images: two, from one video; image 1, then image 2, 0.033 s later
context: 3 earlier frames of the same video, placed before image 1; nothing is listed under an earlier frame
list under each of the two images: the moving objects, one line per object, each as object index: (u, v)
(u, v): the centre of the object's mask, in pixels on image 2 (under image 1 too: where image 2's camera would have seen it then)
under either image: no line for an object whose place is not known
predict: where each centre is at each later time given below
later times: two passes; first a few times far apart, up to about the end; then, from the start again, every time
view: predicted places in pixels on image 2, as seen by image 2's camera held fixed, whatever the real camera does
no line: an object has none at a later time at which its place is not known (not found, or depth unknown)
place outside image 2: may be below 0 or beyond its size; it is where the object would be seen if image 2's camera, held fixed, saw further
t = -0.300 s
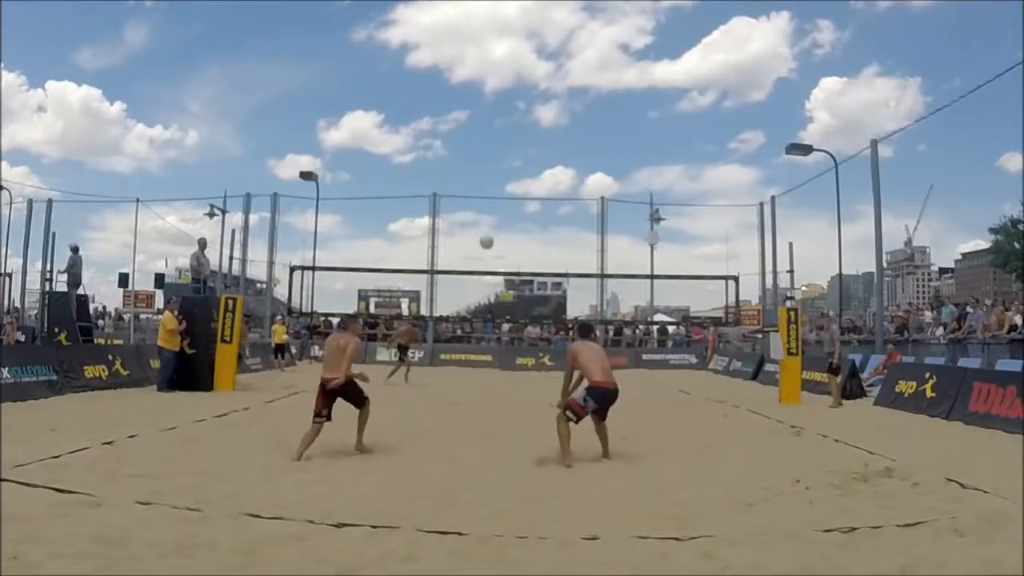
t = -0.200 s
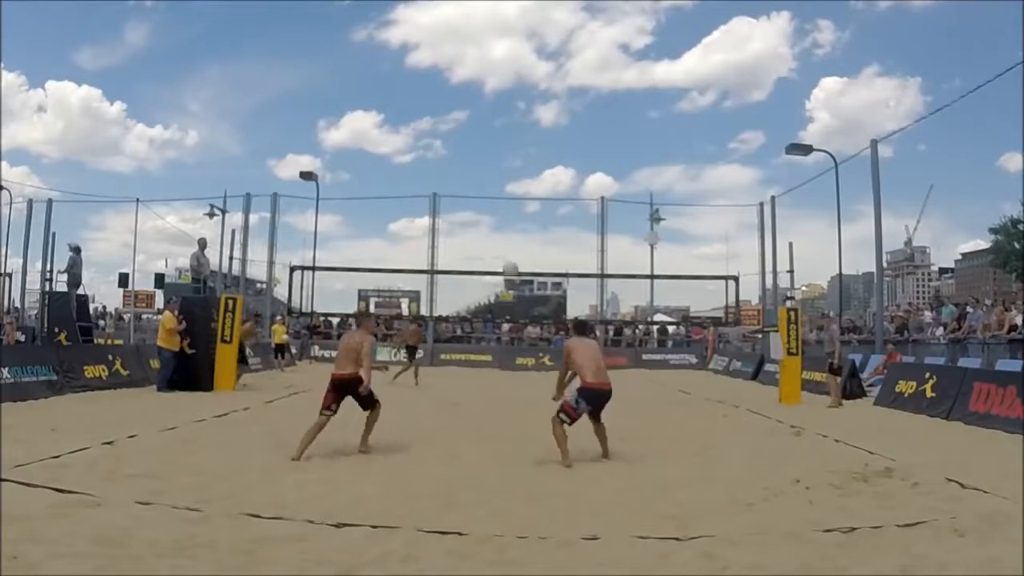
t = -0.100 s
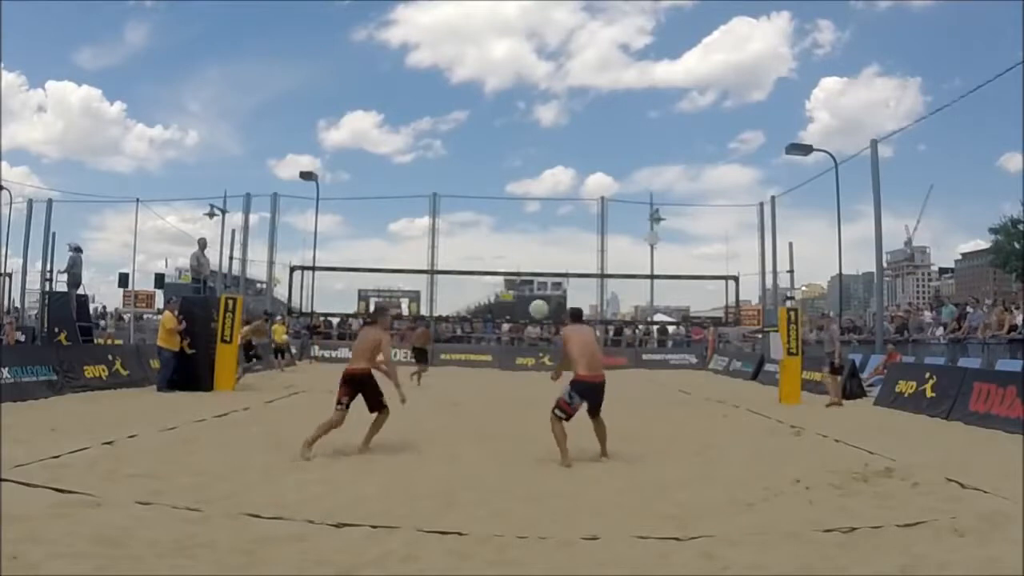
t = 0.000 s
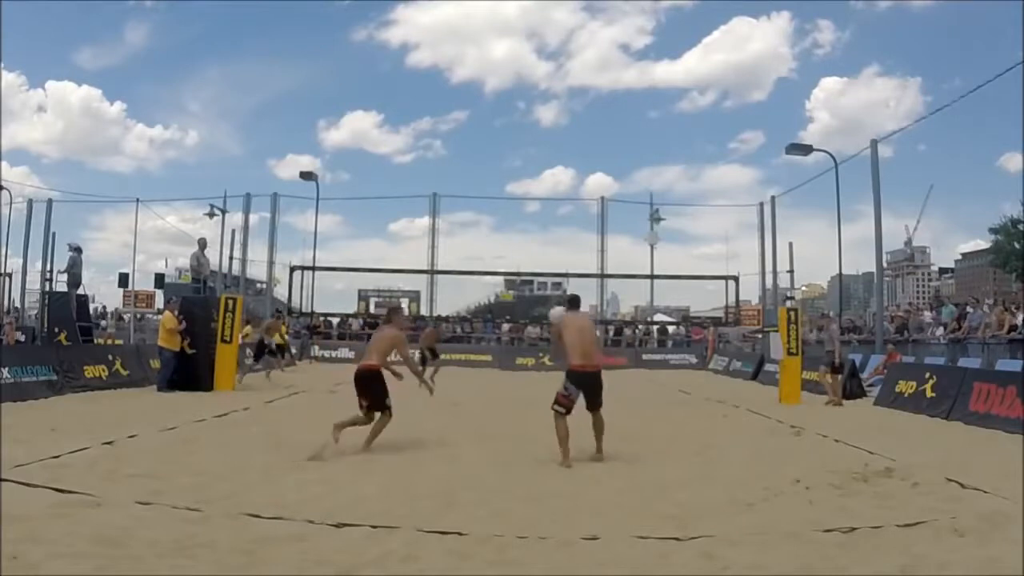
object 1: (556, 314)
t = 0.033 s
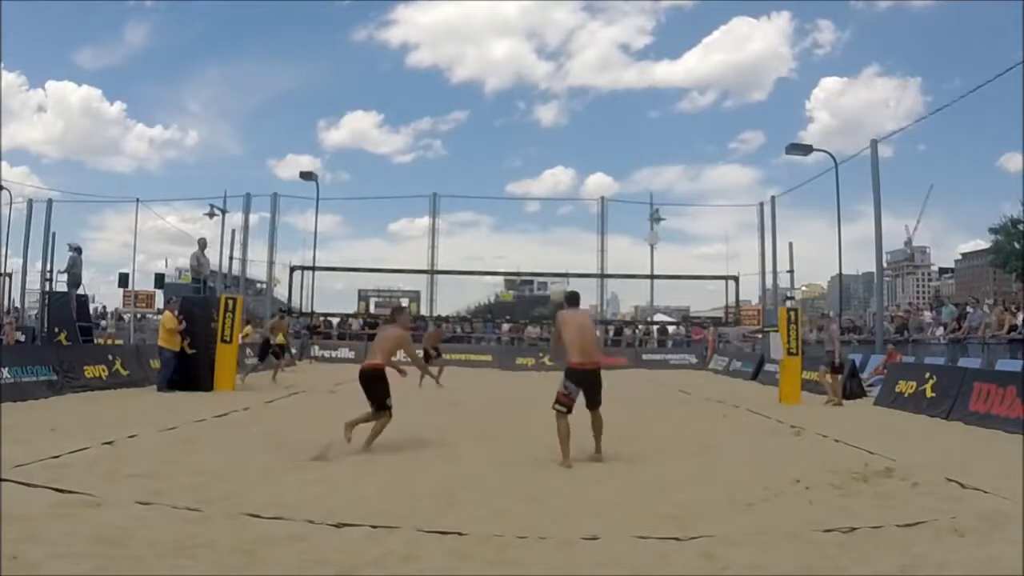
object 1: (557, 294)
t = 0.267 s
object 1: (555, 165)
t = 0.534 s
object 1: (554, 92)
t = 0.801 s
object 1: (554, 73)
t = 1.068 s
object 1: (556, 99)
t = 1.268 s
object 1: (556, 143)
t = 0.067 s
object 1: (558, 268)
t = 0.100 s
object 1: (556, 249)
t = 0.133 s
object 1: (557, 231)
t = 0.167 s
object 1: (556, 213)
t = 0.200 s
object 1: (555, 194)
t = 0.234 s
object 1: (554, 179)
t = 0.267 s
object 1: (555, 165)
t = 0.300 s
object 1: (555, 152)
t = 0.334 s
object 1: (555, 141)
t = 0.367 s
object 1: (555, 130)
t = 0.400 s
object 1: (554, 120)
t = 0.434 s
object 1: (553, 111)
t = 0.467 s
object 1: (554, 104)
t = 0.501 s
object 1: (555, 97)
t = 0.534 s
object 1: (554, 92)
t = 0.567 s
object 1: (554, 87)
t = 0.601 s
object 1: (553, 83)
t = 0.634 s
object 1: (554, 79)
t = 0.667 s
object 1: (553, 77)
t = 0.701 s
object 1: (554, 75)
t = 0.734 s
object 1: (554, 73)
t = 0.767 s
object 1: (554, 73)
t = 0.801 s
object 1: (554, 73)
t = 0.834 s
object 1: (554, 74)
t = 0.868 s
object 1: (554, 76)
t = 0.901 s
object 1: (554, 78)
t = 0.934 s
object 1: (554, 82)
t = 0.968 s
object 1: (555, 85)
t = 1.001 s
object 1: (556, 89)
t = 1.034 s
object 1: (556, 94)
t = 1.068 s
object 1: (556, 99)
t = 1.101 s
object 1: (555, 106)
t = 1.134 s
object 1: (556, 111)
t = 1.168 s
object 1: (556, 119)
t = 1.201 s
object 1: (556, 127)
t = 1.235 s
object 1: (556, 135)
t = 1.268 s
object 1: (556, 143)
